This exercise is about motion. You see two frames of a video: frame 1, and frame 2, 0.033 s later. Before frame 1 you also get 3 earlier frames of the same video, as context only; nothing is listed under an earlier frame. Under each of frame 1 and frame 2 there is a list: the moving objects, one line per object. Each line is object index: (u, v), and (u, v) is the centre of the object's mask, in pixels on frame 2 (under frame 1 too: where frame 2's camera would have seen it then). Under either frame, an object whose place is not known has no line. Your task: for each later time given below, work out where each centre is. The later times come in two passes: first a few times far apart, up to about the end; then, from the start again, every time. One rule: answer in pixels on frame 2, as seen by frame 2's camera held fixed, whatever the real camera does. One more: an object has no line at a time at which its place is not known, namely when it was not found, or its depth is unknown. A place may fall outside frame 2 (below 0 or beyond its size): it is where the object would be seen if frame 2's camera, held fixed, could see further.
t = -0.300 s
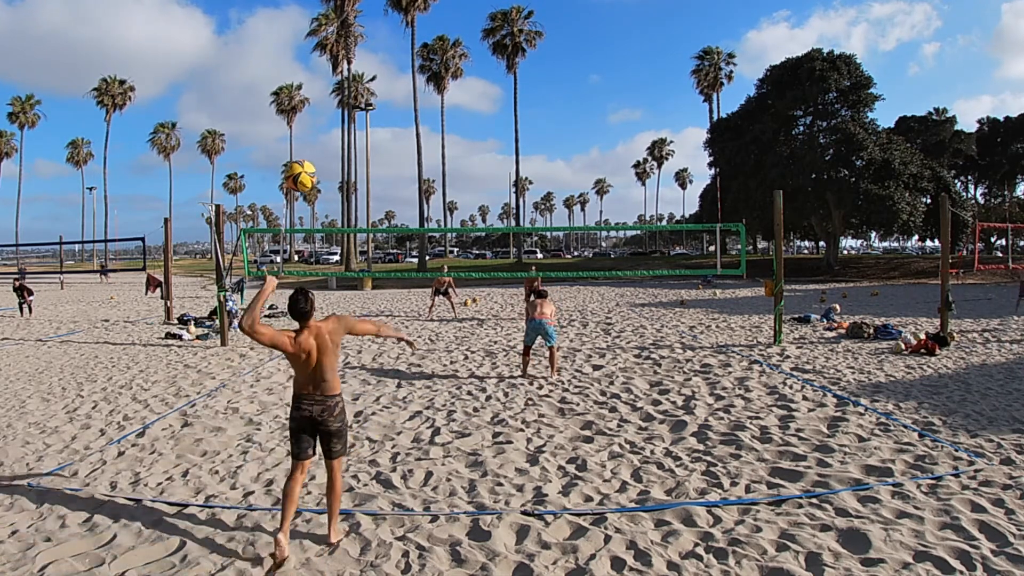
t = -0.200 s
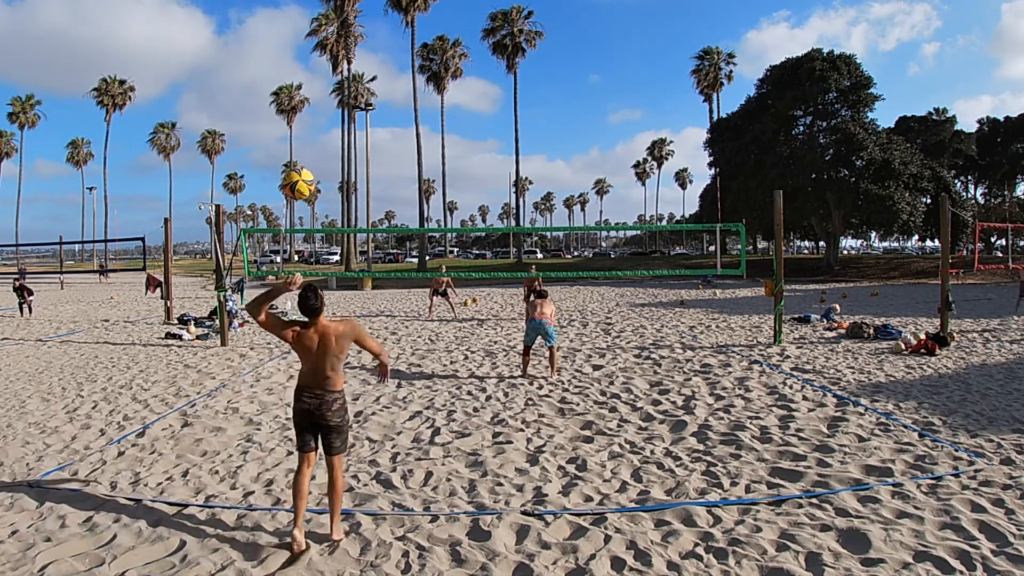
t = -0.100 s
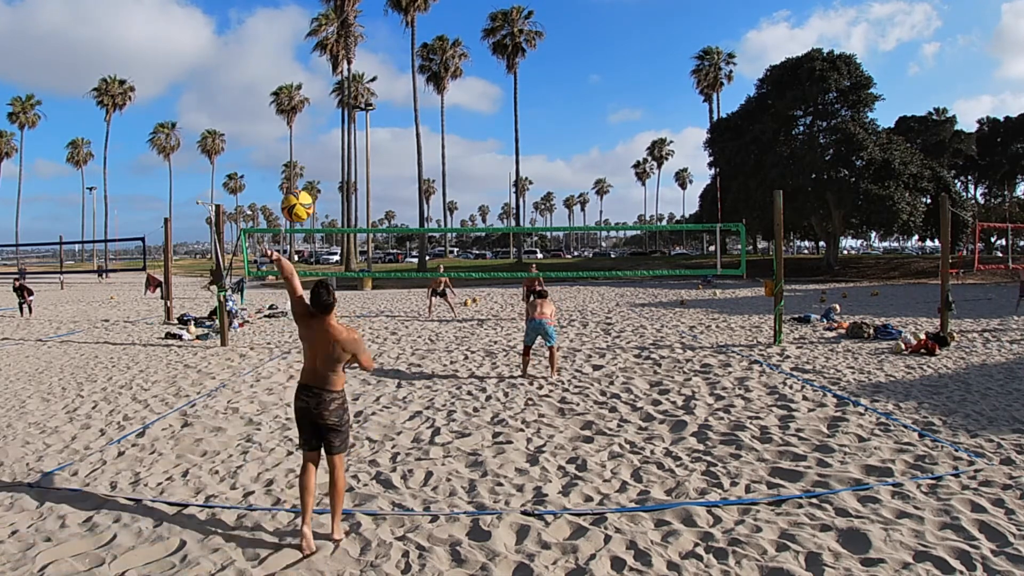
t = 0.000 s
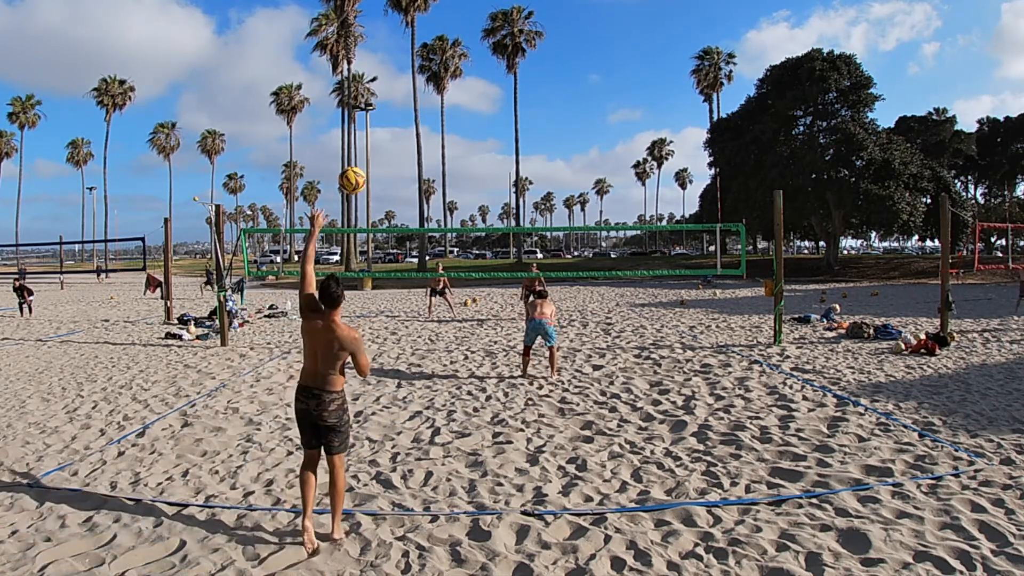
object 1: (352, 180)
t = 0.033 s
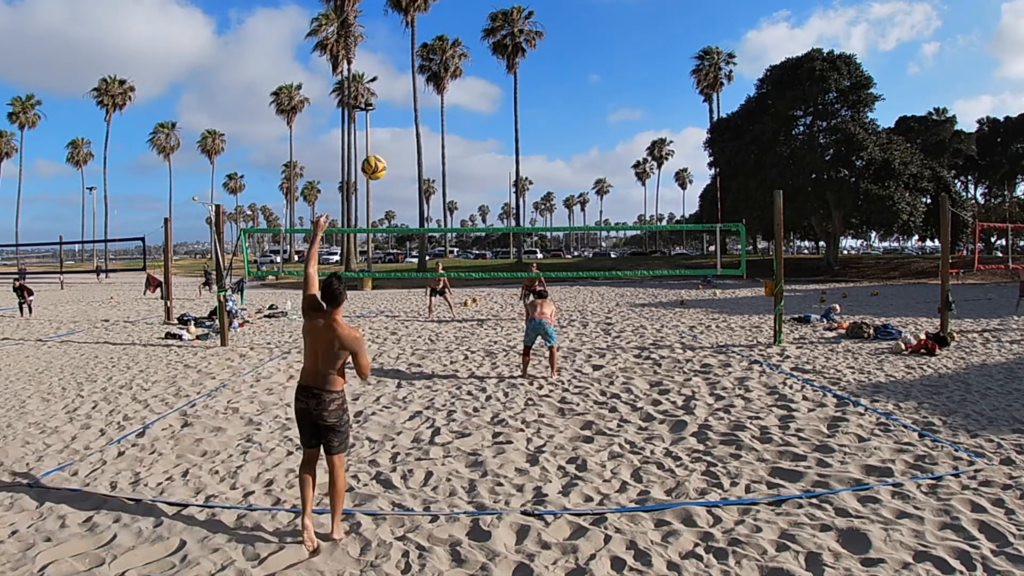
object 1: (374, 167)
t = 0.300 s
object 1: (467, 137)
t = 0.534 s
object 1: (500, 158)
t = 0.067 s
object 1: (392, 158)
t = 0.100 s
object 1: (408, 150)
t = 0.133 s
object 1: (421, 144)
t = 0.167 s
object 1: (433, 141)
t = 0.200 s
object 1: (443, 138)
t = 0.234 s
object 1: (452, 137)
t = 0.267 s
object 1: (460, 136)
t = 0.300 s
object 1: (467, 137)
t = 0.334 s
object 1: (473, 138)
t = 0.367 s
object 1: (479, 140)
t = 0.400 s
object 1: (484, 143)
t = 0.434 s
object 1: (488, 146)
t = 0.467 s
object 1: (493, 150)
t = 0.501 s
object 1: (496, 153)
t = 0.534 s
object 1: (500, 158)
